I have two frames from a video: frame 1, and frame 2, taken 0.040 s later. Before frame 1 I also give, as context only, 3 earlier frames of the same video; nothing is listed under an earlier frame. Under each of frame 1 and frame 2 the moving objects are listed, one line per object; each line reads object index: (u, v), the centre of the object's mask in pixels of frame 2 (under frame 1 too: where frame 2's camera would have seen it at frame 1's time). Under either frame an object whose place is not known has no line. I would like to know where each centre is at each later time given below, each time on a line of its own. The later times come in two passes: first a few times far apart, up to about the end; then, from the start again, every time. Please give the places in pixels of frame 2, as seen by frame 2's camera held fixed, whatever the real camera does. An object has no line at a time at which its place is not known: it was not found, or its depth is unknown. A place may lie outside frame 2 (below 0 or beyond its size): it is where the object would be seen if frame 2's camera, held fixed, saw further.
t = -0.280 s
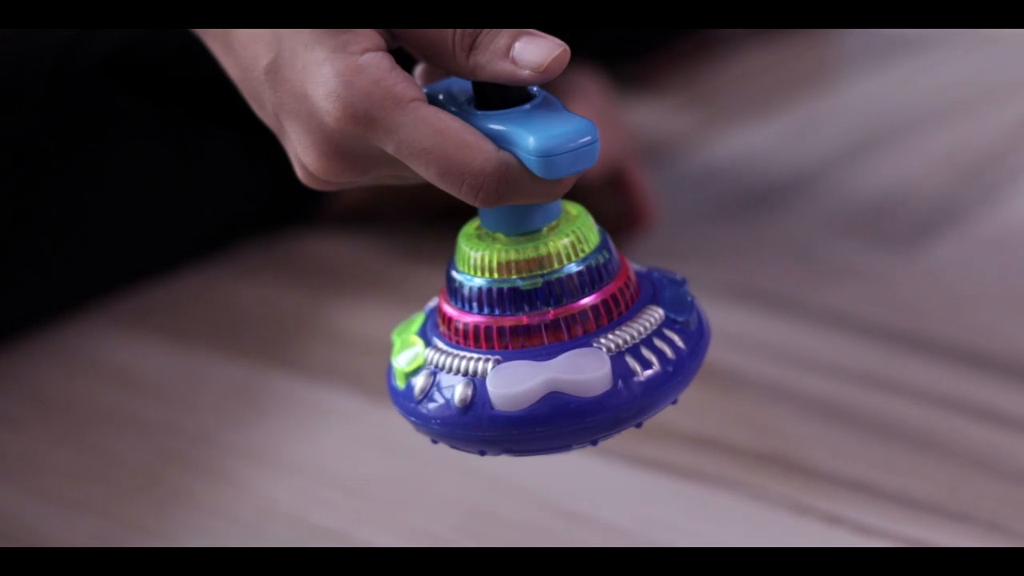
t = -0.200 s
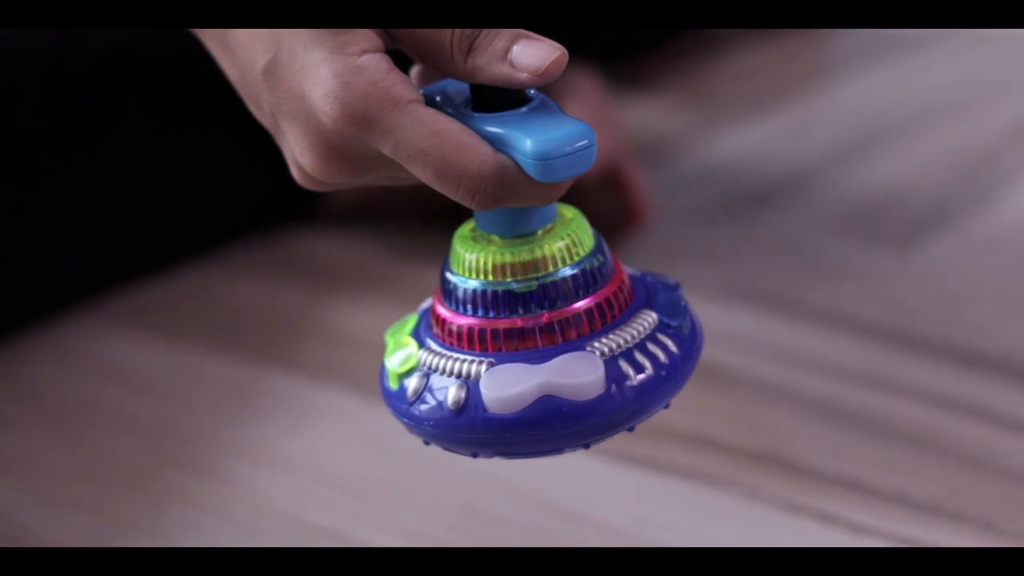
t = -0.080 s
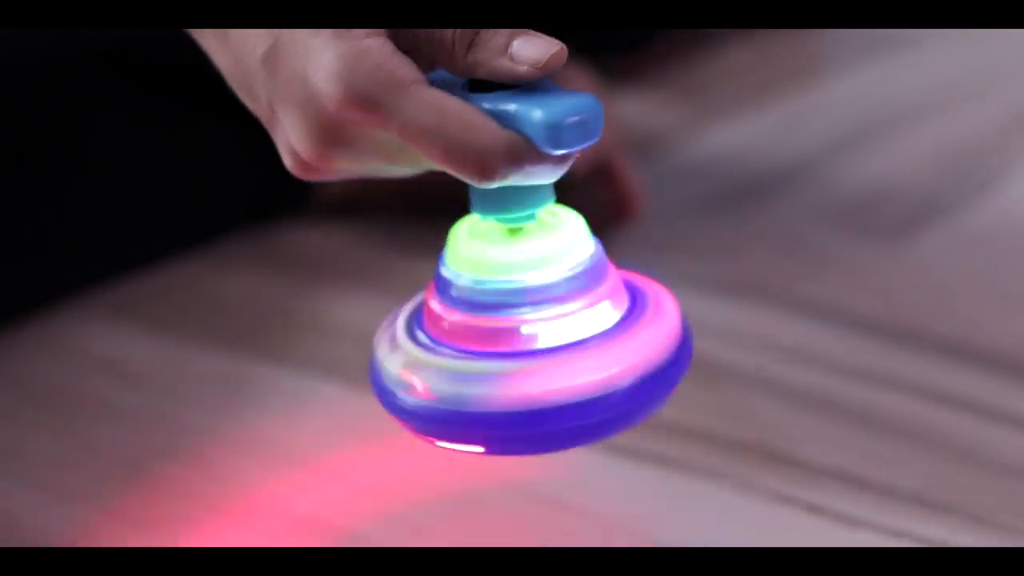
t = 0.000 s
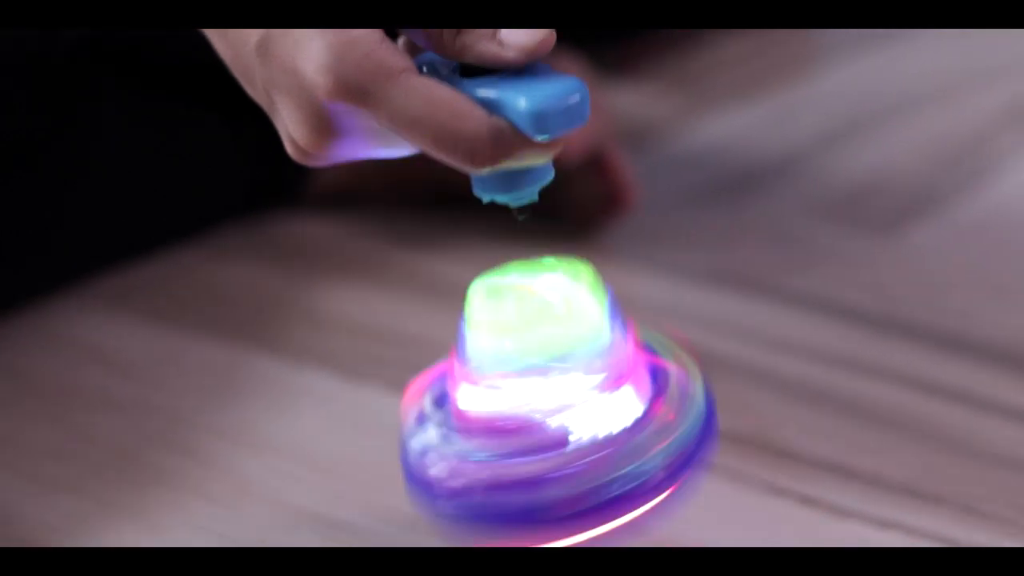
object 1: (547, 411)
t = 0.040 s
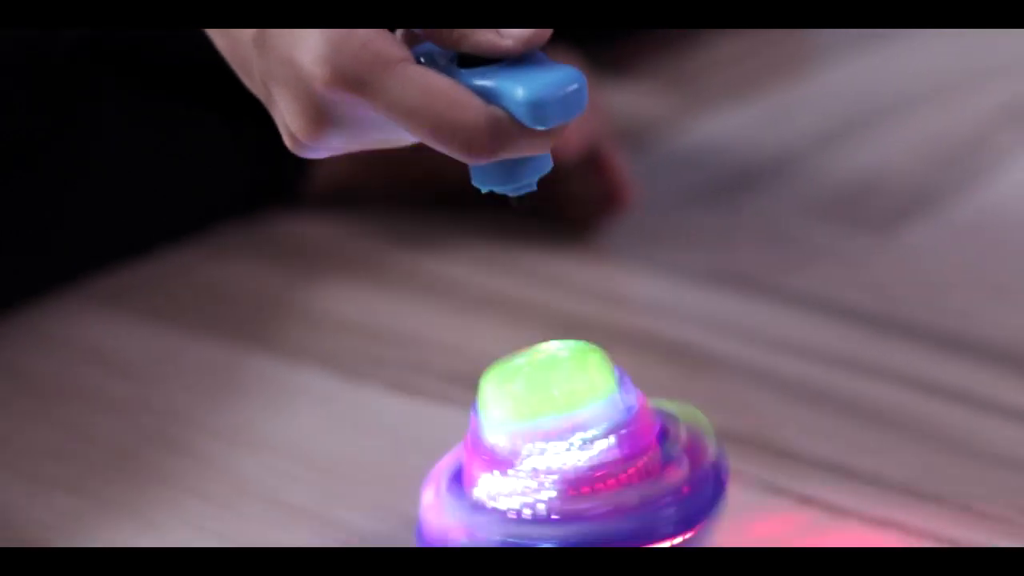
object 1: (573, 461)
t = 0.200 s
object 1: (602, 475)
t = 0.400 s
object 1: (596, 496)
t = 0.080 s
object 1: (574, 438)
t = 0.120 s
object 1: (586, 439)
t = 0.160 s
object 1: (597, 466)
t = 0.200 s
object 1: (602, 475)
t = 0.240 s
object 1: (599, 474)
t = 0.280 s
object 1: (600, 485)
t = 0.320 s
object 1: (600, 491)
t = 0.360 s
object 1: (599, 494)
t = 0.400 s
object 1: (596, 496)
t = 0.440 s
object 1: (595, 497)
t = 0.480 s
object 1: (596, 499)
